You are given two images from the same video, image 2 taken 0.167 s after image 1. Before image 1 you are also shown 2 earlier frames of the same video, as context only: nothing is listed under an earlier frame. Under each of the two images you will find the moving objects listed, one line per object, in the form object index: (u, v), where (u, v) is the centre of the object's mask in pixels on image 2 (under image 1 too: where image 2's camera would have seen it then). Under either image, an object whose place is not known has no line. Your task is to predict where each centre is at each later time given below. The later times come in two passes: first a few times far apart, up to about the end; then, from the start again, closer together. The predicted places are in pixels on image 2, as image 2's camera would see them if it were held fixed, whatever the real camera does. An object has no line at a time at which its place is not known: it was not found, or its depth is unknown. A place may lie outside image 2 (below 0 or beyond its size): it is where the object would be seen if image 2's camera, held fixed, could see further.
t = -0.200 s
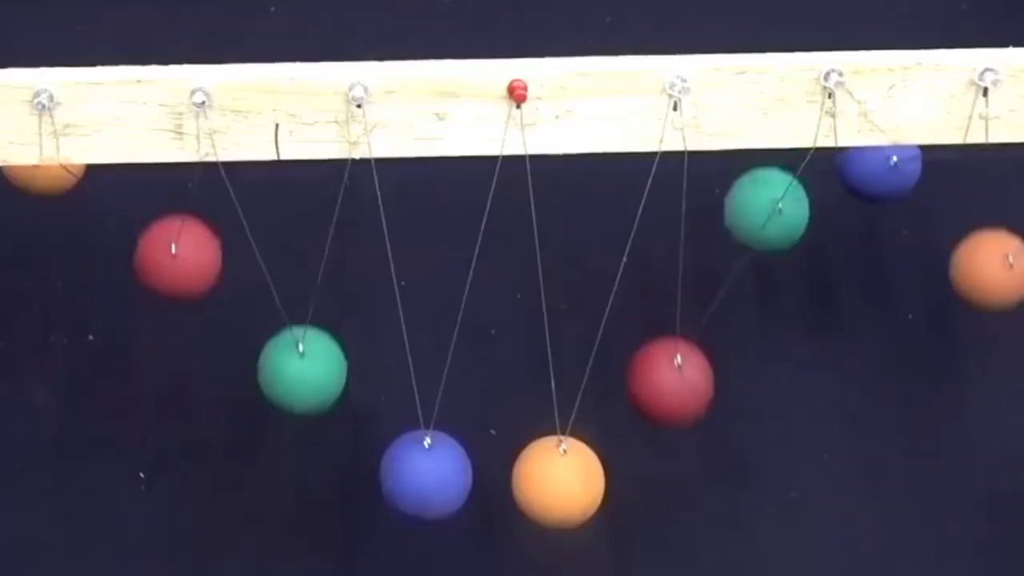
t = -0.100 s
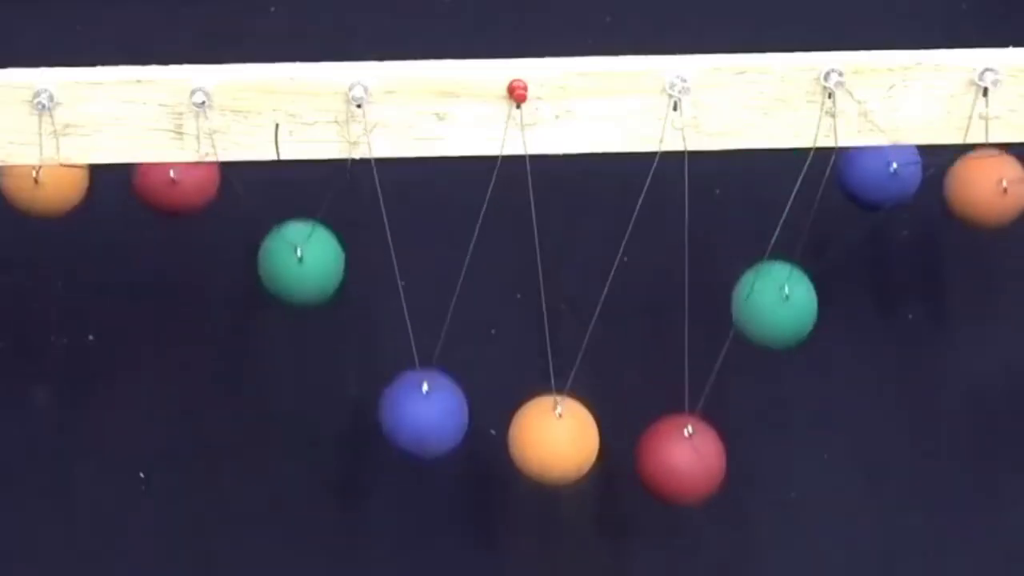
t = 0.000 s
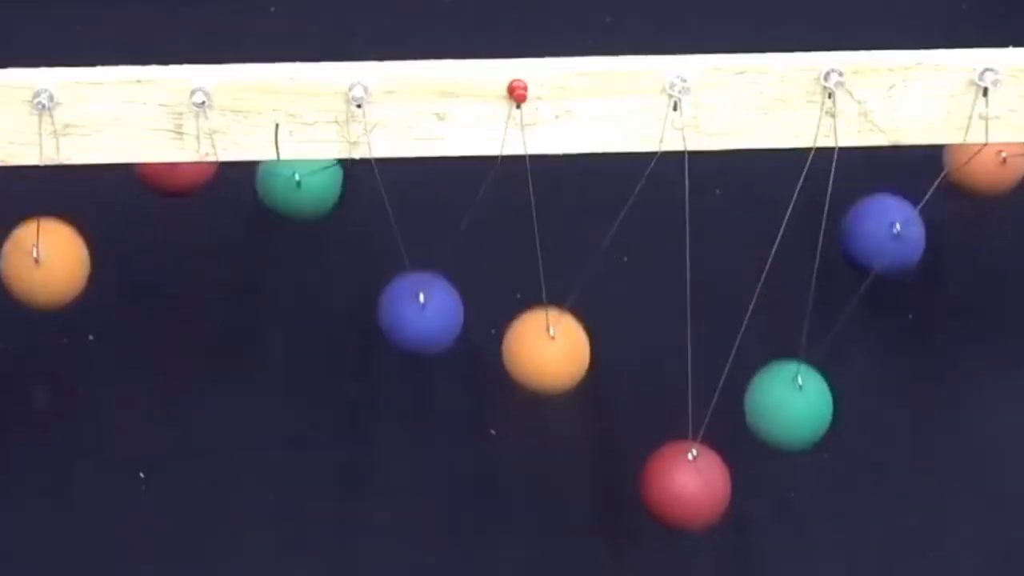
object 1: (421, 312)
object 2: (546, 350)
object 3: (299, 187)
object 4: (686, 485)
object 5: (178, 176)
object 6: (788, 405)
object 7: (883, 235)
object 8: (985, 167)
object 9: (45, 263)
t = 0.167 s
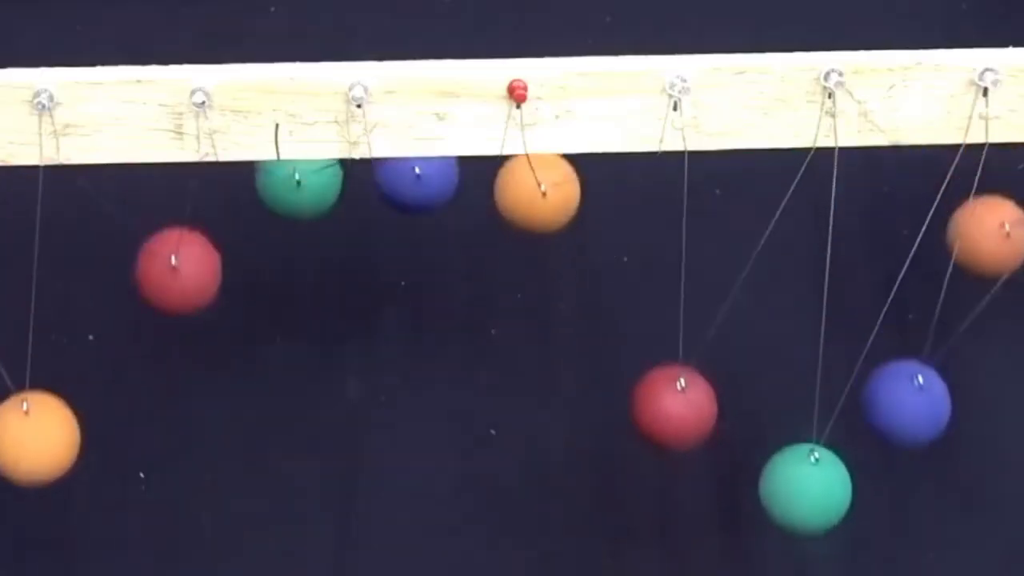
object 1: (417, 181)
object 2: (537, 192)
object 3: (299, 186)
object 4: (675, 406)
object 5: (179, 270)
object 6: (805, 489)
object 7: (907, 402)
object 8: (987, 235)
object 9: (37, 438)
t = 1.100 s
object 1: (417, 197)
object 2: (539, 229)
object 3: (299, 180)
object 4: (681, 454)
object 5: (178, 252)
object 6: (799, 462)
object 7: (890, 295)
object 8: (985, 170)
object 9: (37, 435)
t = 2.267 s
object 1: (416, 186)
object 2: (537, 175)
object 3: (302, 349)
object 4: (664, 310)
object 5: (170, 459)
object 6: (803, 479)
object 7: (911, 422)
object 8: (987, 226)
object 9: (37, 444)
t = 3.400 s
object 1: (421, 323)
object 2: (540, 266)
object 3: (301, 474)
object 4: (656, 194)
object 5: (171, 451)
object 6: (790, 412)
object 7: (925, 478)
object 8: (992, 300)
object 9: (45, 248)
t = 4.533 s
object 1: (425, 457)
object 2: (552, 418)
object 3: (301, 431)
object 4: (655, 176)
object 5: (178, 281)
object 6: (774, 304)
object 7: (927, 486)
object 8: (998, 378)
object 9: (45, 182)
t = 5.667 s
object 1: (426, 463)
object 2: (557, 477)
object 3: (301, 266)
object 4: (658, 240)
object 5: (178, 180)
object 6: (767, 206)
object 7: (916, 447)
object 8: (1005, 442)
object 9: (43, 324)
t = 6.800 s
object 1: (421, 339)
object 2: (550, 403)
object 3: (299, 179)
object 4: (670, 371)
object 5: (178, 253)
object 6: (765, 175)
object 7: (901, 368)
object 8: (1010, 481)
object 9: (35, 472)
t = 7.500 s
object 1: (426, 471)
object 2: (553, 437)
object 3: (302, 355)
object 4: (655, 175)
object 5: (178, 191)
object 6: (785, 388)
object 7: (917, 451)
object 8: (986, 199)
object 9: (45, 285)
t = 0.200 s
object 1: (417, 176)
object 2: (537, 180)
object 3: (299, 201)
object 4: (671, 376)
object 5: (178, 308)
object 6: (805, 487)
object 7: (913, 431)
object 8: (989, 267)
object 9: (35, 460)
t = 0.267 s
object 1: (417, 176)
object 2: (537, 172)
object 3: (301, 263)
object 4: (664, 308)
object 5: (175, 383)
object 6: (800, 466)
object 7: (924, 473)
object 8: (994, 335)
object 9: (34, 482)
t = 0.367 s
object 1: (417, 213)
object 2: (537, 188)
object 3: (302, 374)
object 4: (657, 213)
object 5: (170, 463)
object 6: (786, 395)
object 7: (929, 493)
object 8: (1003, 430)
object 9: (35, 462)
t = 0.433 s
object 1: (419, 279)
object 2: (539, 238)
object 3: (301, 434)
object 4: (655, 180)
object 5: (168, 484)
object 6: (777, 330)
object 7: (924, 476)
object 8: (1009, 474)
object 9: (39, 415)
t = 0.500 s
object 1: (422, 352)
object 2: (543, 308)
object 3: (300, 473)
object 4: (655, 173)
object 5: (168, 477)
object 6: (770, 263)
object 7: (914, 435)
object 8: (1012, 496)
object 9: (42, 349)
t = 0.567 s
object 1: (424, 416)
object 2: (548, 379)
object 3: (300, 483)
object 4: (655, 179)
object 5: (172, 442)
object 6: (767, 205)
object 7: (902, 377)
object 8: (1011, 493)
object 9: (45, 275)
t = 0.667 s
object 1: (426, 475)
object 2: (555, 457)
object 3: (301, 449)
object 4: (659, 242)
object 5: (177, 350)
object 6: (765, 172)
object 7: (887, 278)
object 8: (1005, 446)
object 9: (45, 192)
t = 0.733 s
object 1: (426, 482)
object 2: (558, 480)
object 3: (302, 397)
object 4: (663, 310)
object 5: (178, 276)
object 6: (765, 174)
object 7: (882, 217)
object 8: (999, 390)
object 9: (45, 178)
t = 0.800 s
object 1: (426, 463)
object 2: (557, 477)
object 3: (302, 329)
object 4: (671, 379)
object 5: (178, 211)
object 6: (766, 196)
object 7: (880, 178)
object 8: (993, 325)
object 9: (45, 180)
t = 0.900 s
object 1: (423, 390)
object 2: (552, 424)
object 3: (300, 225)
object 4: (681, 457)
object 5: (179, 177)
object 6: (772, 285)
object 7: (880, 170)
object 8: (987, 229)
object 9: (45, 225)
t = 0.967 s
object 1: (421, 322)
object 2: (547, 364)
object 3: (299, 186)
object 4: (685, 481)
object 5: (179, 178)
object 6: (780, 354)
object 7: (878, 183)
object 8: (985, 183)
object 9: (44, 298)
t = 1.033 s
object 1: (419, 252)
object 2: (542, 294)
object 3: (300, 176)
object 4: (685, 481)
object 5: (178, 195)
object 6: (790, 416)
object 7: (883, 231)
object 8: (985, 169)
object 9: (41, 374)
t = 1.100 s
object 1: (417, 197)
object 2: (539, 229)
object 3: (299, 180)
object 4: (681, 454)
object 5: (178, 252)
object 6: (799, 462)
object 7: (890, 295)
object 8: (985, 170)
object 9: (37, 435)
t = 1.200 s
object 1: (415, 176)
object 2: (537, 177)
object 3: (300, 235)
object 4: (671, 377)
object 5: (177, 364)
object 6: (805, 487)
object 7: (906, 397)
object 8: (986, 217)
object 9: (34, 481)
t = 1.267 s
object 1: (417, 180)
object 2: (537, 173)
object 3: (302, 306)
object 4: (664, 308)
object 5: (173, 428)
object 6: (802, 473)
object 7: (918, 450)
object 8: (990, 278)
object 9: (34, 475)
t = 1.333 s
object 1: (417, 207)
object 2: (537, 184)
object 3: (302, 379)
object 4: (659, 243)
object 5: (170, 468)
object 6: (794, 436)
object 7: (926, 483)
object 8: (995, 346)
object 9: (37, 442)
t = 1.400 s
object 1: (419, 269)
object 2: (539, 226)
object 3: (301, 437)
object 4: (655, 192)
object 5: (168, 483)
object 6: (784, 381)
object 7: (929, 492)
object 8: (1001, 410)
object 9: (41, 386)
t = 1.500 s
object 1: (423, 377)
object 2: (544, 330)
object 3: (300, 481)
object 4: (655, 174)
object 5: (171, 453)
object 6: (772, 281)
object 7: (920, 459)
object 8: (1009, 477)
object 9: (45, 278)
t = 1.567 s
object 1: (425, 435)
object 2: (550, 397)
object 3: (301, 476)
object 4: (655, 180)
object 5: (174, 401)
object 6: (768, 221)
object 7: (909, 411)
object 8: (1012, 495)
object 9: (45, 211)
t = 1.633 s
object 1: (426, 471)
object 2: (554, 448)
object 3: (301, 446)
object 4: (656, 212)
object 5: (177, 333)
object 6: (766, 182)
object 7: (898, 349)
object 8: (1011, 489)
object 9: (45, 184)
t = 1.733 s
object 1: (426, 477)
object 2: (558, 481)
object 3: (302, 358)
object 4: (663, 309)
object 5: (178, 227)
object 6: (765, 173)
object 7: (885, 250)
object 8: (1004, 437)
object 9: (45, 181)
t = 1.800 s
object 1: (425, 449)
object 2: (557, 470)
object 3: (301, 288)
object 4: (670, 377)
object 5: (178, 187)
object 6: (766, 187)
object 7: (881, 197)
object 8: (998, 380)
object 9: (45, 200)
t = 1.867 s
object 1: (423, 398)
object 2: (553, 434)
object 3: (300, 222)
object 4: (677, 435)
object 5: (179, 177)
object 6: (768, 235)
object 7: (880, 173)
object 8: (992, 314)
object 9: (45, 258)
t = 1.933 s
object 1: (421, 331)
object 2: (548, 377)
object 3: (299, 185)
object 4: (683, 471)
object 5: (178, 181)
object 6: (774, 299)
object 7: (879, 171)
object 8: (988, 250)
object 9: (43, 333)
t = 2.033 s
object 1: (418, 230)
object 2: (541, 275)
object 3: (299, 177)
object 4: (685, 480)
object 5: (178, 234)
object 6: (787, 399)
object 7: (881, 201)
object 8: (985, 179)
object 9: (38, 432)
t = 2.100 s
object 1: (416, 188)
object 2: (538, 213)
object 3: (299, 191)
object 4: (681, 455)
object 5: (178, 307)
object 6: (797, 450)
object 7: (885, 258)
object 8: (985, 168)
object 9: (35, 470)
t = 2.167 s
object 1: (417, 176)
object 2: (537, 180)
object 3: (300, 241)
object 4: (674, 408)
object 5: (176, 380)
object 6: (803, 480)
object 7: (894, 325)
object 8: (985, 172)
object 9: (34, 481)
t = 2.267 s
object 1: (416, 186)
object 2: (537, 175)
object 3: (302, 349)
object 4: (664, 310)
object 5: (170, 459)
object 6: (803, 479)
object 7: (911, 422)
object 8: (987, 226)
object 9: (37, 444)
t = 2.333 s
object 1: (417, 229)
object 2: (537, 192)
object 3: (302, 414)
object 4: (659, 245)
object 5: (169, 481)
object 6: (796, 448)
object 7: (922, 466)
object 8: (991, 289)
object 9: (40, 388)
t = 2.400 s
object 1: (420, 296)
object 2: (539, 245)
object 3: (301, 460)
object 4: (656, 193)
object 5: (169, 474)
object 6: (787, 397)
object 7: (928, 488)
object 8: (996, 357)
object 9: (44, 317)
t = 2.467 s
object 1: (422, 368)
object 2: (543, 314)
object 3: (300, 480)
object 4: (655, 175)
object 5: (172, 441)
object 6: (778, 334)
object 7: (928, 487)
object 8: (1002, 418)
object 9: (45, 245)
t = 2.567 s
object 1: (425, 450)
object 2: (551, 414)
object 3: (301, 460)
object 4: (655, 180)
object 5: (177, 352)
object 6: (769, 237)
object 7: (915, 440)
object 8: (1010, 481)
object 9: (45, 185)
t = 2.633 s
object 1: (426, 477)
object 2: (555, 459)
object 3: (302, 416)
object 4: (657, 212)
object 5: (179, 279)
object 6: (766, 189)
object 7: (903, 385)
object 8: (1012, 495)
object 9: (45, 178)
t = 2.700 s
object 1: (426, 478)
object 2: (558, 479)
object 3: (302, 353)
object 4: (661, 273)
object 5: (178, 214)
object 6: (765, 174)
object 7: (892, 321)
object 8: (1010, 485)
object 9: (45, 187)
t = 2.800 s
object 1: (425, 432)
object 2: (556, 461)
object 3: (301, 248)
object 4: (670, 376)
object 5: (178, 179)
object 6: (766, 181)
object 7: (882, 227)
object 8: (1003, 429)
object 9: (45, 256)
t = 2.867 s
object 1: (423, 374)
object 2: (552, 418)
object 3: (299, 195)
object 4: (677, 434)
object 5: (178, 179)
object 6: (767, 220)
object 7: (880, 183)
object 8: (997, 370)
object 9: (43, 331)
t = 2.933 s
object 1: (420, 305)
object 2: (546, 358)
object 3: (299, 179)
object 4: (684, 470)
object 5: (178, 196)
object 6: (772, 281)
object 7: (879, 171)
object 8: (992, 304)
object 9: (40, 401)
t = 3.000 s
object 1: (418, 239)
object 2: (542, 289)
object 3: (299, 178)
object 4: (685, 482)
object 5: (178, 251)
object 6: (780, 349)
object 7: (879, 175)
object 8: (988, 241)
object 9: (36, 453)
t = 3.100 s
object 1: (417, 182)
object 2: (538, 199)
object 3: (300, 216)
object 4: (681, 455)
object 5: (176, 361)
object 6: (794, 437)
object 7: (882, 225)
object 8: (986, 177)
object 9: (34, 480)
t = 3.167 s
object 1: (416, 176)
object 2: (537, 177)
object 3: (301, 282)
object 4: (674, 408)
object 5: (173, 425)
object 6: (802, 473)
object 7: (889, 287)
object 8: (985, 169)
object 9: (35, 463)
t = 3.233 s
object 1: (416, 185)
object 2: (537, 174)
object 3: (302, 354)
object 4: (668, 346)
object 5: (170, 465)
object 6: (805, 485)
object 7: (898, 355)
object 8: (986, 175)
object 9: (39, 419)
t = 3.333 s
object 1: (419, 252)
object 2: (538, 205)
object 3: (301, 443)
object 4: (659, 247)
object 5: (169, 477)
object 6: (798, 458)
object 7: (916, 443)
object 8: (987, 236)
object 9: (44, 320)
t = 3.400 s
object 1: (421, 323)
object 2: (540, 266)
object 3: (301, 474)
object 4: (656, 194)
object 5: (171, 451)
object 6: (790, 412)
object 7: (925, 478)
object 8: (992, 300)
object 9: (45, 248)
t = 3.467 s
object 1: (423, 392)
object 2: (545, 336)
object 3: (301, 479)
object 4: (656, 176)
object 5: (175, 401)
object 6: (780, 352)
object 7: (928, 490)
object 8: (997, 367)
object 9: (45, 197)
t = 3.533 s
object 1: (425, 445)
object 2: (550, 402)
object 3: (301, 457)
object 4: (655, 175)
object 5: (178, 335)
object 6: (773, 286)
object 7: (925, 478)
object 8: (1003, 427)
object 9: (45, 181)
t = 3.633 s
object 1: (426, 480)
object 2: (556, 467)
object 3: (302, 381)
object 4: (656, 211)
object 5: (178, 230)
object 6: (767, 201)
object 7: (910, 418)
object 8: (1010, 484)
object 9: (45, 187)
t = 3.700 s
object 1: (426, 471)
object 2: (558, 479)
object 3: (302, 312)
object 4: (660, 273)
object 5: (178, 189)
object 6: (766, 176)
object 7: (899, 357)
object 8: (1011, 494)
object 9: (45, 221)
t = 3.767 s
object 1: (425, 437)
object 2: (556, 466)
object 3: (300, 245)
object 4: (666, 341)
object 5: (179, 178)
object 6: (766, 174)
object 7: (889, 292)
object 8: (1010, 480)
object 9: (44, 291)
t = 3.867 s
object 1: (422, 349)
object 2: (550, 401)
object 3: (299, 184)
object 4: (677, 431)
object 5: (178, 190)
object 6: (767, 206)
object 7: (881, 206)
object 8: (1002, 419)
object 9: (40, 399)
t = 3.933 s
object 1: (420, 280)
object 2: (545, 337)
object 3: (299, 178)
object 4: (683, 468)
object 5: (178, 235)
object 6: (770, 263)
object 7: (880, 177)
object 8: (996, 359)
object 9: (36, 451)
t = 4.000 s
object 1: (418, 218)
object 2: (541, 269)
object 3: (299, 186)
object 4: (685, 481)
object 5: (178, 306)
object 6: (777, 330)
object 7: (880, 172)
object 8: (991, 294)
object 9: (34, 476)
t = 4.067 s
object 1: (417, 184)
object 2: (538, 210)
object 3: (300, 222)
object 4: (683, 469)
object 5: (176, 378)
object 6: (787, 394)
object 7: (880, 182)
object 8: (987, 233)
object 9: (35, 474)
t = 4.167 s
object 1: (417, 178)
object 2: (537, 175)
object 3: (302, 324)
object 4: (674, 408)
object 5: (170, 456)
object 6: (800, 464)
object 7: (885, 251)
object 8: (986, 175)
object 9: (39, 420)
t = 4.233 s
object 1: (416, 193)
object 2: (537, 177)
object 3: (302, 393)
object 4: (667, 347)
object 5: (169, 478)
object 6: (804, 483)
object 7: (893, 316)
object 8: (986, 169)
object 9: (42, 357)
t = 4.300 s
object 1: (418, 245)
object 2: (537, 197)
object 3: (301, 445)
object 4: (661, 280)
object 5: (169, 472)
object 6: (803, 478)
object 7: (903, 383)
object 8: (985, 179)
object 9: (45, 286)
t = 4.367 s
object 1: (421, 314)
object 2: (540, 253)
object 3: (301, 474)
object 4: (657, 220)
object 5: (172, 440)
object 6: (796, 449)
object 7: (915, 439)
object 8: (986, 219)
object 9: (45, 219)
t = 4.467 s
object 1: (423, 413)
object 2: (546, 357)
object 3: (301, 468)
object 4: (656, 177)
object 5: (177, 352)
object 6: (782, 370)
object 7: (927, 485)
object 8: (993, 311)
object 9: (45, 182)
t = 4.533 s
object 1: (425, 457)
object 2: (552, 418)
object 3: (301, 431)
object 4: (655, 176)
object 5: (178, 281)
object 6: (774, 304)
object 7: (927, 486)
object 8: (998, 378)
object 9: (45, 182)
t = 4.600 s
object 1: (426, 478)
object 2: (556, 460)
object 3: (302, 374)
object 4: (655, 190)
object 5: (178, 217)
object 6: (769, 242)
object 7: (921, 464)
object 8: (1004, 433)
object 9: (45, 199)
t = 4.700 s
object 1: (425, 460)
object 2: (557, 477)
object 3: (301, 271)
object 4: (661, 272)
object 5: (178, 180)
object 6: (766, 181)
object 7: (904, 392)
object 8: (1010, 485)
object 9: (45, 289)
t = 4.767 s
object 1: (424, 417)
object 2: (555, 455)
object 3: (300, 211)
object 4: (666, 340)
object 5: (178, 180)
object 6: (766, 174)
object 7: (894, 328)
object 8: (1011, 491)
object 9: (42, 363)
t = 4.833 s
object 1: (422, 358)
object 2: (551, 411)
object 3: (299, 183)
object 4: (674, 404)
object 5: (178, 196)
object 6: (766, 182)
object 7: (886, 265)
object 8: (1009, 474)
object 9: (38, 425)
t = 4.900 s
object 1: (420, 288)
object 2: (546, 350)
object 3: (299, 178)
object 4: (681, 452)
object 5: (178, 252)
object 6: (768, 218)
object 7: (882, 210)
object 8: (1004, 435)
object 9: (36, 465)
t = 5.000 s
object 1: (417, 201)
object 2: (540, 250)
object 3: (300, 201)
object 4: (685, 480)
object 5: (177, 360)
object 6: (775, 311)
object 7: (880, 173)
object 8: (995, 349)
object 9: (35, 474)
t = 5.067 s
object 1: (417, 180)
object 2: (538, 196)
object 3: (301, 260)
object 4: (683, 469)
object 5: (173, 422)
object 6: (784, 377)
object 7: (881, 175)
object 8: (990, 283)
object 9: (37, 445)
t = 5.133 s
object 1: (417, 178)
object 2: (537, 178)
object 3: (302, 331)
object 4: (678, 434)
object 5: (170, 463)
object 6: (794, 433)
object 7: (880, 197)
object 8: (987, 225)
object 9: (40, 392)
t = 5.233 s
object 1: (417, 210)
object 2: (537, 181)
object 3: (302, 425)
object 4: (667, 347)
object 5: (169, 475)
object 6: (803, 479)
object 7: (888, 280)
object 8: (986, 174)
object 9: (44, 288)
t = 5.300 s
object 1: (419, 270)
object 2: (538, 213)
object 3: (301, 464)
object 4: (661, 281)
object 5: (171, 450)
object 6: (804, 481)
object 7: (897, 347)
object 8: (986, 170)
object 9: (45, 222)
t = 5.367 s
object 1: (422, 341)
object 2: (541, 274)
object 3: (301, 477)
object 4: (657, 222)
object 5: (175, 400)
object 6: (799, 458)
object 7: (908, 409)
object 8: (986, 184)
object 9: (45, 189)
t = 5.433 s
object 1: (424, 406)
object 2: (546, 344)
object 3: (301, 465)
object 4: (656, 183)
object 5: (178, 335)
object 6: (790, 415)
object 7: (919, 457)
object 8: (987, 229)
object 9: (45, 180)
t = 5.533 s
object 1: (426, 467)
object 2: (553, 433)
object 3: (302, 399)
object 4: (656, 176)
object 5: (178, 233)
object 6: (776, 323)
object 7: (927, 488)
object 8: (994, 323)
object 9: (45, 198)
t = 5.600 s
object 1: (426, 478)
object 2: (556, 468)
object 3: (302, 335)
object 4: (656, 190)
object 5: (177, 190)
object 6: (770, 259)
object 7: (925, 478)
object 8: (999, 388)
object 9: (45, 252)
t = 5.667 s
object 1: (426, 463)
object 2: (557, 477)
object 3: (301, 266)
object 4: (658, 240)
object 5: (178, 180)
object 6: (767, 206)
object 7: (916, 447)
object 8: (1005, 442)
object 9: (43, 324)
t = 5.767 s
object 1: (424, 396)
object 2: (554, 444)
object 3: (299, 191)
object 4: (666, 338)
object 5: (178, 192)
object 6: (765, 175)
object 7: (900, 365)
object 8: (1011, 487)
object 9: (39, 423)
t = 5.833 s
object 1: (421, 332)
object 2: (549, 393)
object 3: (300, 179)
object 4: (673, 402)
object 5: (178, 236)
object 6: (765, 178)
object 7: (890, 300)
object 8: (1011, 489)
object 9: (35, 463)
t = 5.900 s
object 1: (419, 264)
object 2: (544, 329)
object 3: (300, 182)
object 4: (680, 450)
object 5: (178, 305)
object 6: (767, 206)
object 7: (884, 239)
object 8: (1008, 468)
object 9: (34, 476)
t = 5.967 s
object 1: (417, 206)
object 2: (540, 262)
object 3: (300, 206)
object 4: (684, 476)
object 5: (176, 377)
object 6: (770, 261)
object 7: (881, 191)
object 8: (1003, 427)
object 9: (36, 462)
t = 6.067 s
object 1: (417, 178)
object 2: (537, 188)
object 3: (301, 301)
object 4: (683, 468)
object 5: (171, 454)
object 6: (781, 359)
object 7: (880, 173)
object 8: (994, 337)
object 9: (40, 393)
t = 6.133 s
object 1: (416, 181)
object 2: (537, 176)
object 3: (302, 372)
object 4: (677, 434)
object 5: (169, 475)
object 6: (791, 418)
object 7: (879, 180)
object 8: (990, 273)
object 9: (43, 325)
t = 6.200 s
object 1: (417, 205)
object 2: (537, 179)
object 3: (302, 429)
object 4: (671, 380)
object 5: (170, 470)
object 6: (799, 461)
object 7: (881, 218)
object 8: (987, 217)
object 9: (45, 255)
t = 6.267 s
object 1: (419, 263)
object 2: (538, 204)
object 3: (301, 466)
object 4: (664, 315)
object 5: (172, 438)
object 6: (803, 481)
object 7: (887, 276)
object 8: (986, 180)
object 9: (45, 201)
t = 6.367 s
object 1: (422, 367)
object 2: (542, 296)
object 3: (301, 472)
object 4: (657, 223)
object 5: (177, 352)
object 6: (800, 466)
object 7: (902, 376)
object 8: (986, 172)
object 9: (45, 181)
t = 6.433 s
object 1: (424, 425)
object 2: (547, 364)
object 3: (301, 444)
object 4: (656, 184)
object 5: (178, 282)
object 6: (792, 428)
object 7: (914, 432)
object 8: (986, 191)
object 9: (45, 188)
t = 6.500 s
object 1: (426, 464)
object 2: (552, 423)
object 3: (302, 393)
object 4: (655, 176)
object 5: (178, 219)
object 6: (783, 373)
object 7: (923, 470)
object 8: (987, 239)
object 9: (45, 219)
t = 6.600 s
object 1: (426, 474)
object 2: (557, 472)
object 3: (301, 294)
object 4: (655, 191)
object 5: (179, 181)
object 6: (772, 276)
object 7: (927, 485)
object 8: (995, 335)
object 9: (44, 322)
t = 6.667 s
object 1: (425, 450)
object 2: (557, 473)
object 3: (300, 230)
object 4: (658, 240)
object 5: (178, 181)
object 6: (768, 220)
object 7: (922, 466)
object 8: (1000, 398)
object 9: (40, 392)
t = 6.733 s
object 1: (424, 402)
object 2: (555, 450)
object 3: (299, 189)
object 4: (663, 304)
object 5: (178, 198)
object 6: (766, 183)
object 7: (911, 425)
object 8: (1006, 448)
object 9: (37, 444)
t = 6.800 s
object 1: (421, 339)
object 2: (550, 403)
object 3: (299, 179)
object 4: (670, 371)
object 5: (178, 253)
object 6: (765, 175)
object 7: (901, 368)
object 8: (1010, 481)
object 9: (35, 472)
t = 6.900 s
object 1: (418, 240)
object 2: (543, 308)
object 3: (300, 193)
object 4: (680, 449)
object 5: (176, 360)
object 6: (766, 195)
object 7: (887, 272)
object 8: (1010, 486)
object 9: (36, 462)
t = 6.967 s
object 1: (417, 192)
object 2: (539, 243)
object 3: (301, 240)
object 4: (684, 475)
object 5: (173, 420)
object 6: (769, 244)
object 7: (882, 216)
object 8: (1007, 462)
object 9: (39, 422)
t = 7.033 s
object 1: (417, 180)
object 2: (537, 194)
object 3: (301, 308)
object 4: (685, 476)
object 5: (170, 461)
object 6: (775, 308)
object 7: (880, 181)
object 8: (1002, 417)
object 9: (42, 362)
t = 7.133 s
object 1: (415, 188)
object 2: (537, 177)
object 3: (302, 408)
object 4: (678, 433)
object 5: (169, 473)
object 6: (788, 403)
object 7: (881, 175)
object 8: (993, 326)
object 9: (45, 257)
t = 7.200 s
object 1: (417, 226)
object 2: (537, 185)
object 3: (301, 453)
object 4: (671, 380)
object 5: (171, 448)
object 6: (797, 450)
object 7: (880, 194)
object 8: (989, 263)
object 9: (45, 202)
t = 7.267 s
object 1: (420, 289)
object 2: (538, 221)
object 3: (301, 474)
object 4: (664, 316)
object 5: (175, 399)
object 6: (802, 477)
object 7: (884, 243)
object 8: (986, 209)
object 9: (45, 184)
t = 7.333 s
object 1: (422, 358)
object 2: (541, 283)
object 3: (301, 470)
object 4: (659, 252)
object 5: (178, 334)
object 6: (803, 479)
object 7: (891, 305)
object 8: (986, 177)
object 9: (46, 183)
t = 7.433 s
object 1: (425, 442)
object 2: (549, 384)
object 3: (302, 416)
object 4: (656, 185)
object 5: (178, 234)
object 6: (795, 440)
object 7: (906, 403)
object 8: (985, 174)
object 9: (45, 219)
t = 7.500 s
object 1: (426, 471)
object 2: (553, 437)
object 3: (302, 355)
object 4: (655, 175)
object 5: (178, 191)
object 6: (785, 388)
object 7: (917, 451)
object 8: (986, 199)
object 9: (45, 285)
